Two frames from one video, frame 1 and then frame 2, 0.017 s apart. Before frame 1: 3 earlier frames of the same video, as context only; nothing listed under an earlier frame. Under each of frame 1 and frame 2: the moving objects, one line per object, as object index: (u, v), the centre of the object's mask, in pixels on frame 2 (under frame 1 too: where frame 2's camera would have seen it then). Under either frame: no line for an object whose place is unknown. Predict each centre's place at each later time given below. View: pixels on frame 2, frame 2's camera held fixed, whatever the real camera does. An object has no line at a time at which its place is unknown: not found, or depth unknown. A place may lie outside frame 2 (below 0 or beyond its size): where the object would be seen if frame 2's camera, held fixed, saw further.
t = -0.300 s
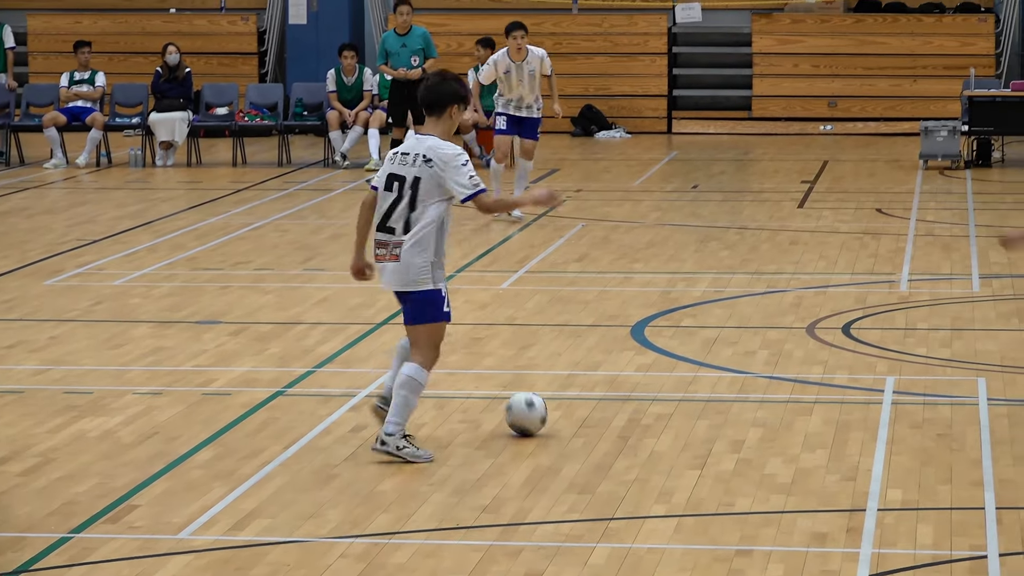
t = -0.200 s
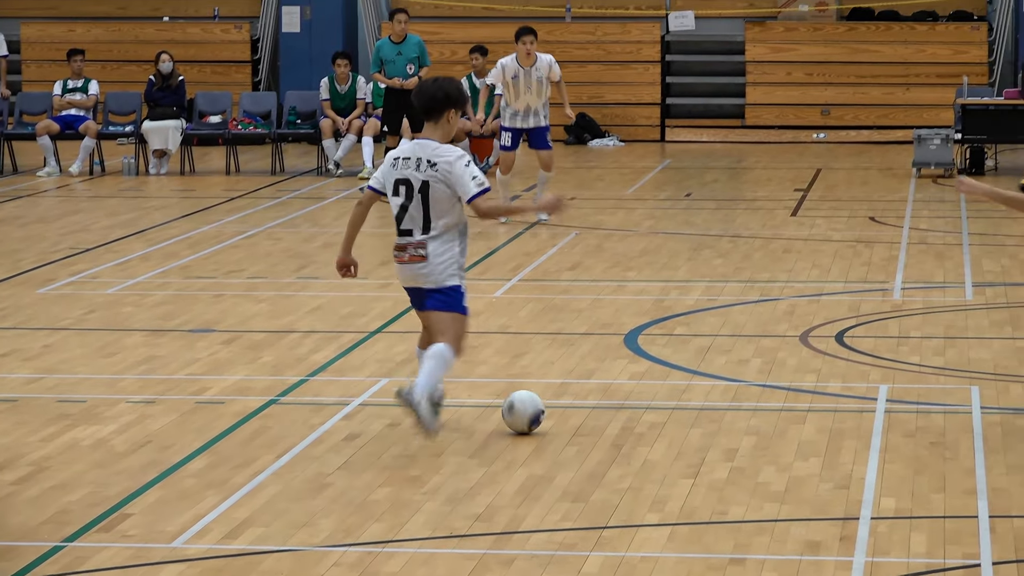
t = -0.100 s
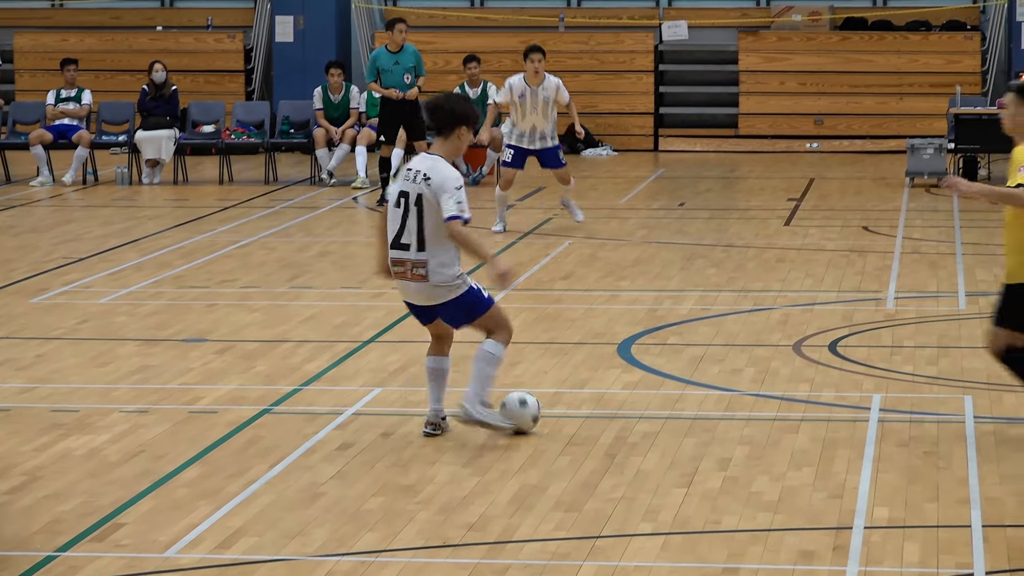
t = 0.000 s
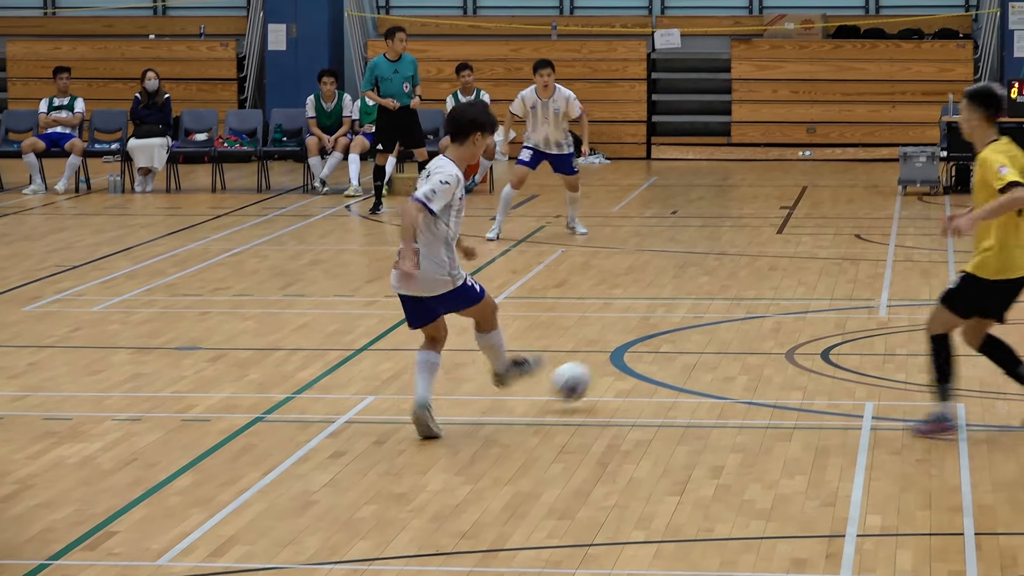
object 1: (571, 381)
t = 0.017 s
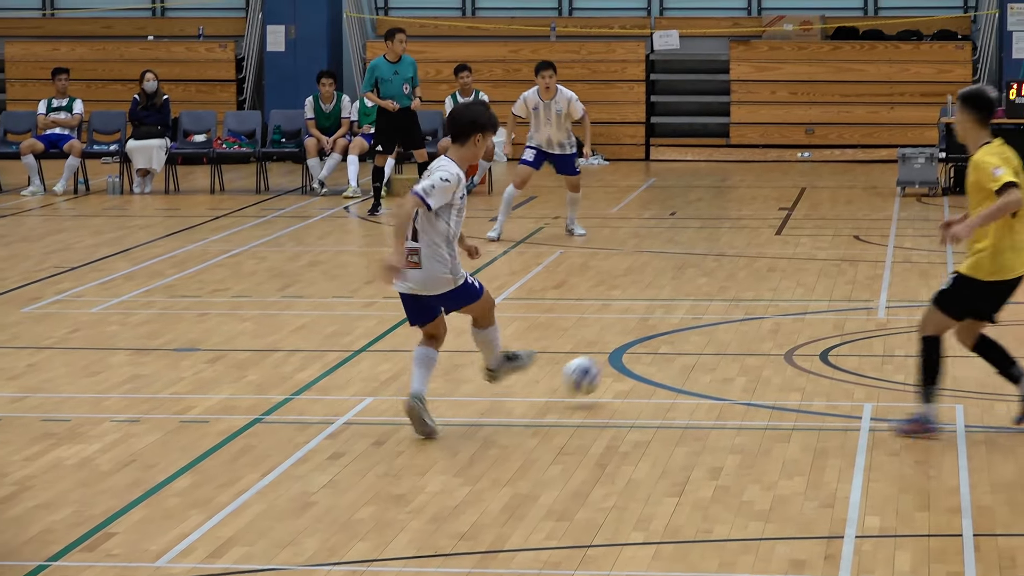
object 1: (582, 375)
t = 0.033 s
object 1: (595, 369)
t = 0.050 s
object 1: (607, 363)
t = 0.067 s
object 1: (617, 360)
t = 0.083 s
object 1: (627, 357)
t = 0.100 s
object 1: (639, 354)
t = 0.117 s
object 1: (650, 352)
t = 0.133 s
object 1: (660, 350)
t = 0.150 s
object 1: (669, 348)
